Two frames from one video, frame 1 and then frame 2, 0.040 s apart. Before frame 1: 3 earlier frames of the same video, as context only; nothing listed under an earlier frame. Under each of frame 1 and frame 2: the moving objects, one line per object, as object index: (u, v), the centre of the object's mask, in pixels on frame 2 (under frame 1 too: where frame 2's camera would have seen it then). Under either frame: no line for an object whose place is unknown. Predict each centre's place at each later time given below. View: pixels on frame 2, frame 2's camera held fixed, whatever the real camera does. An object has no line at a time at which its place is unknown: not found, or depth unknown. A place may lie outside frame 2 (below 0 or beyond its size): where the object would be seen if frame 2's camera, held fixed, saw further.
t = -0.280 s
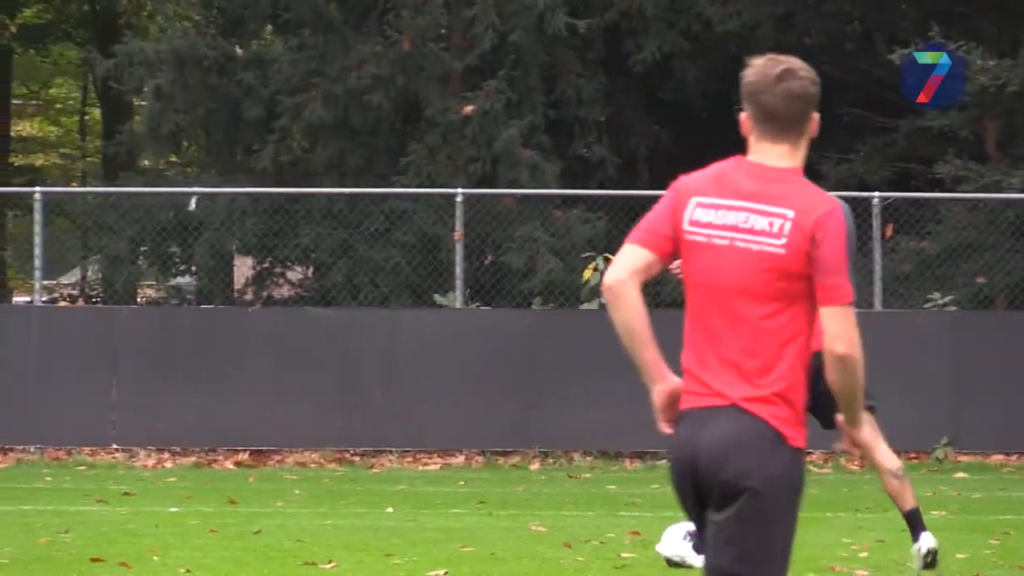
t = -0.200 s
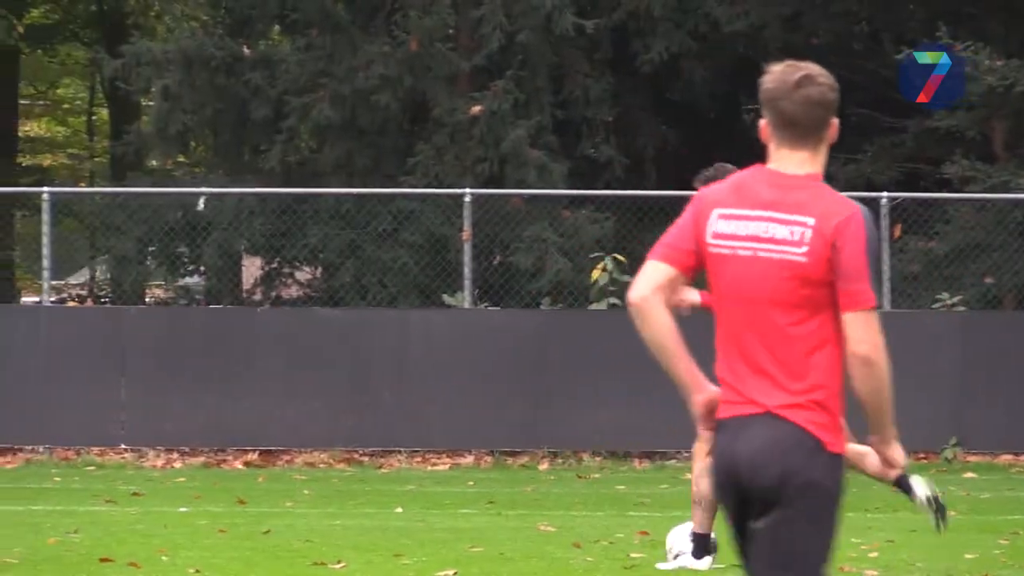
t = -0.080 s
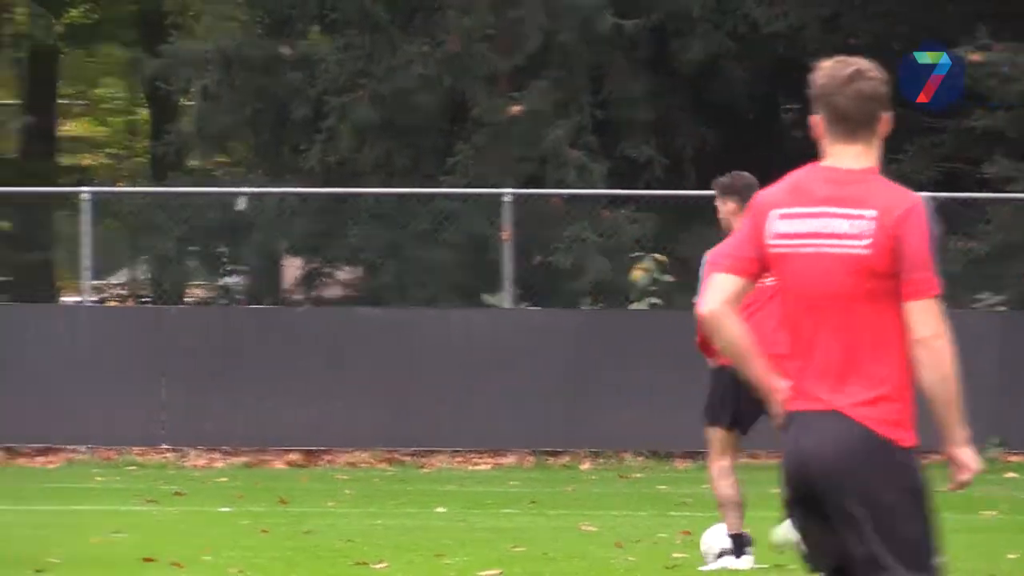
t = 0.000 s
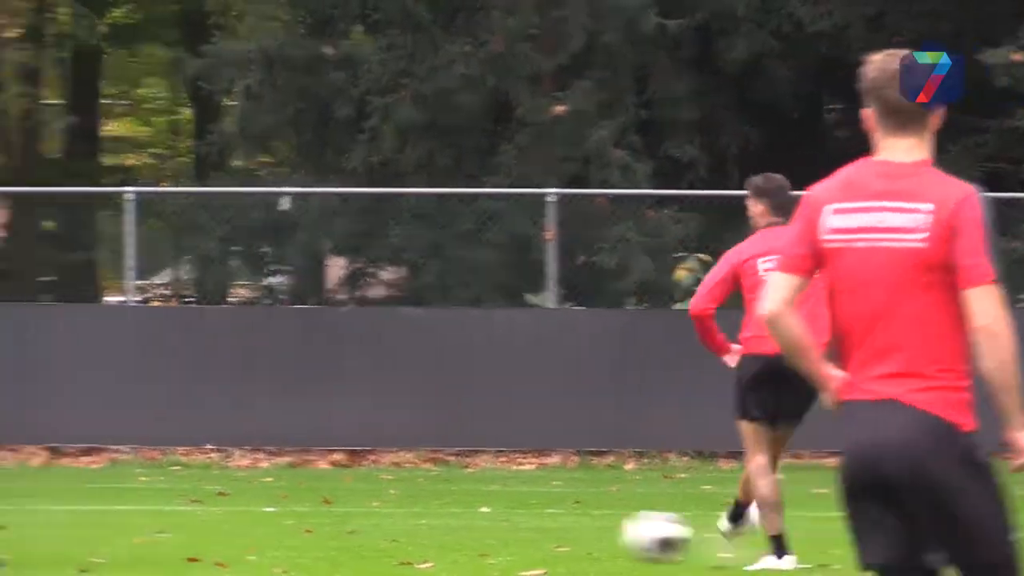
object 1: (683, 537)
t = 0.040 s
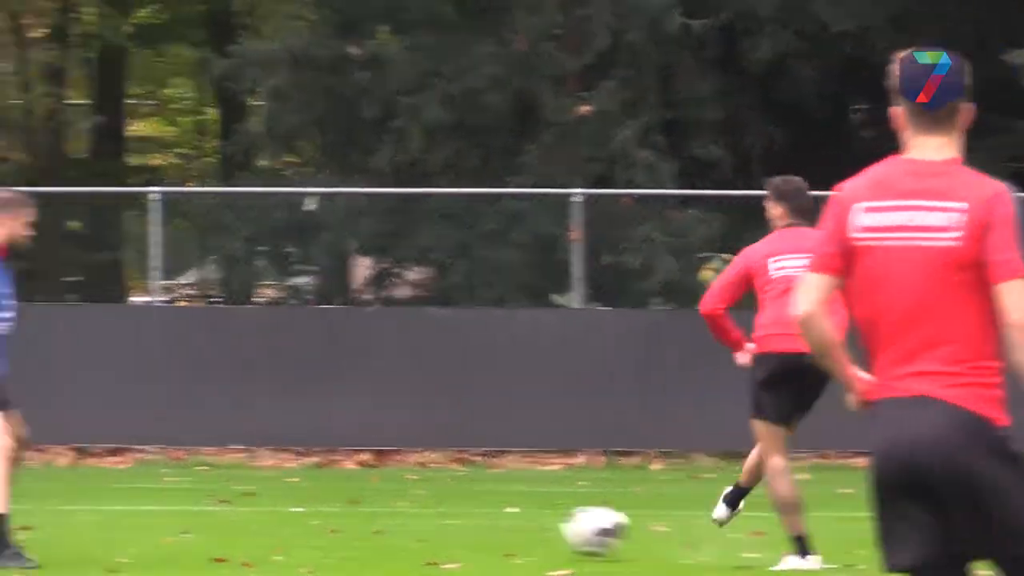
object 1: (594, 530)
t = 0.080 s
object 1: (510, 526)
